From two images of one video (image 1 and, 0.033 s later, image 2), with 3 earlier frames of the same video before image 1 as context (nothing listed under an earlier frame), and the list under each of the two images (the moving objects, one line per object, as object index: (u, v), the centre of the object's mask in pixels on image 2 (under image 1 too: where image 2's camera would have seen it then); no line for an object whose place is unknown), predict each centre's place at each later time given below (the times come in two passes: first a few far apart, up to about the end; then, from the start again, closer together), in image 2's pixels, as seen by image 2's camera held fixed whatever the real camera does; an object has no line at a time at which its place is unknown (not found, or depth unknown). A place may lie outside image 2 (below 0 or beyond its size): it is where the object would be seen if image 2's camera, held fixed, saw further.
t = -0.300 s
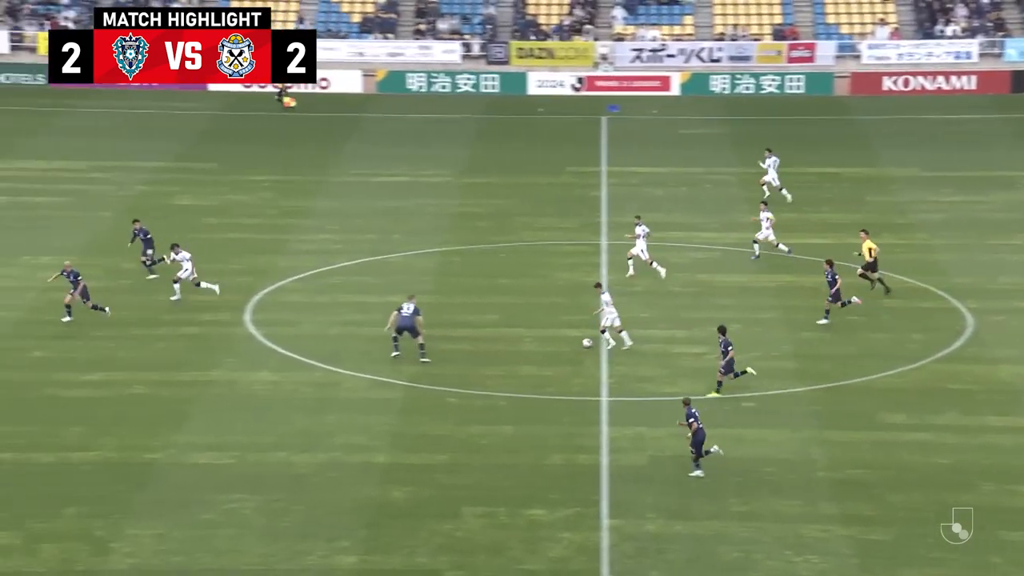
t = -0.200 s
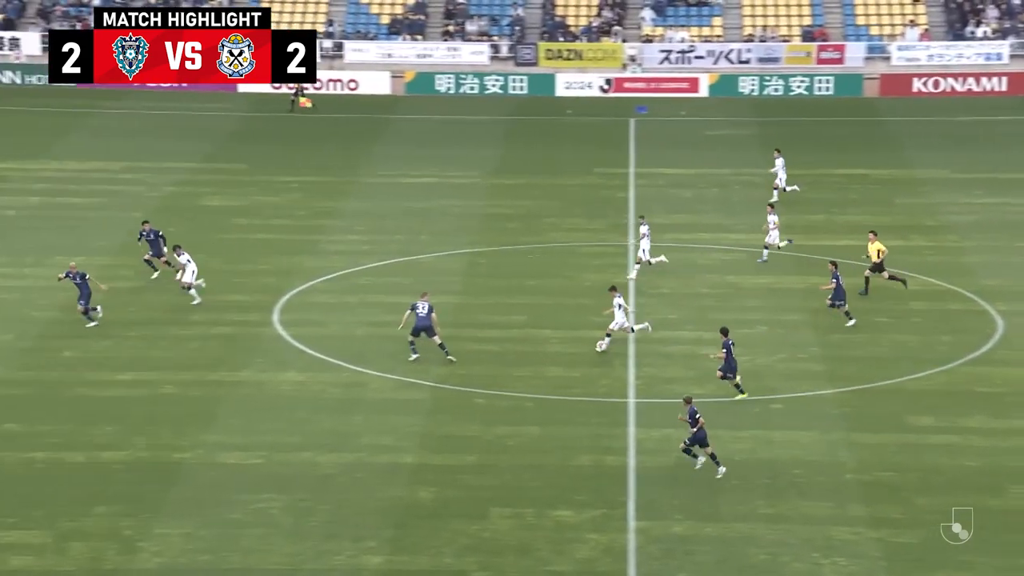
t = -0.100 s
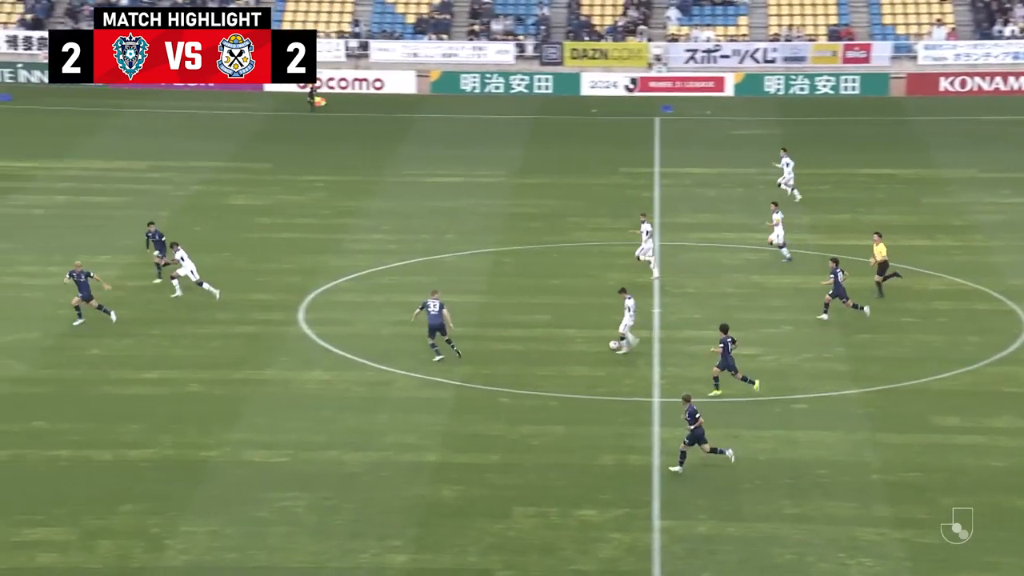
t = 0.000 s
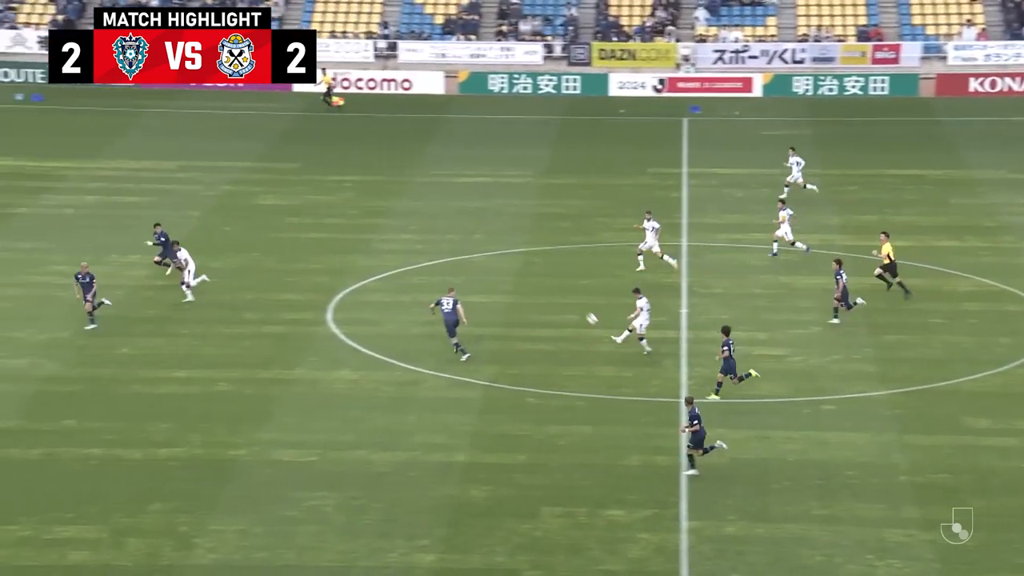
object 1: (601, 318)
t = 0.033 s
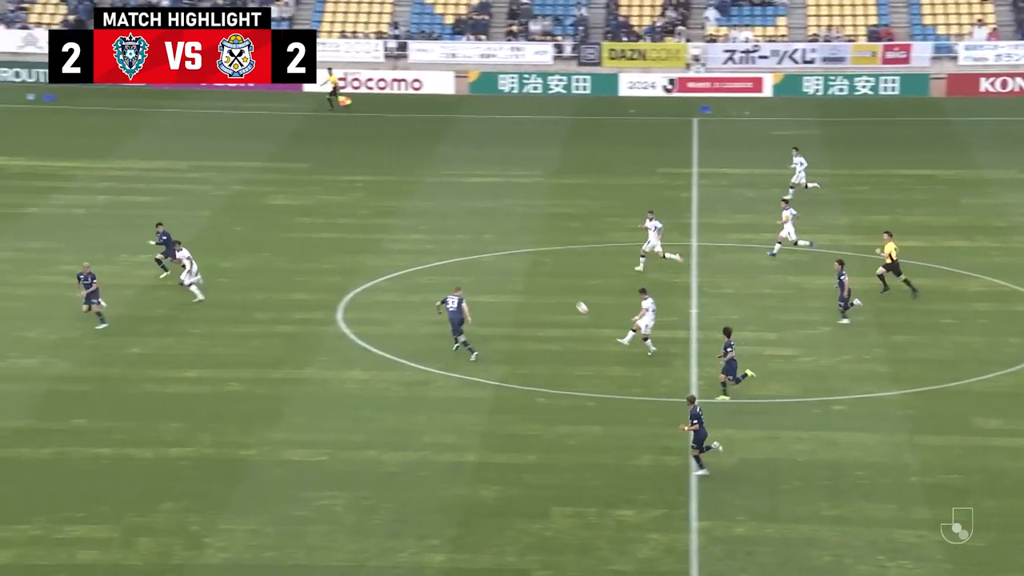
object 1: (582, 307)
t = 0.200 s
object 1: (488, 258)
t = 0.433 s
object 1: (365, 204)
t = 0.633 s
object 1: (269, 173)
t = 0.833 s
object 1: (177, 153)
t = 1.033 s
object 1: (91, 147)
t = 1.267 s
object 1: (-2, 155)
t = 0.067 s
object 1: (562, 297)
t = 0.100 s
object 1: (543, 286)
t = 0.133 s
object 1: (524, 276)
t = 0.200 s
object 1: (488, 258)
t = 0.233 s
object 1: (470, 249)
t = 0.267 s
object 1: (452, 240)
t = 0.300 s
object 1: (434, 233)
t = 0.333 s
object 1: (416, 224)
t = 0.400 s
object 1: (382, 211)
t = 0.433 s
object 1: (365, 204)
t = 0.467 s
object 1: (349, 198)
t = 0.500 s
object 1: (333, 192)
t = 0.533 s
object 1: (317, 187)
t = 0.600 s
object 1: (284, 177)
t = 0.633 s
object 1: (269, 173)
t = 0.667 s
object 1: (253, 169)
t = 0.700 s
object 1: (237, 165)
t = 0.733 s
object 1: (222, 161)
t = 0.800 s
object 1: (192, 156)
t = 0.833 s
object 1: (177, 153)
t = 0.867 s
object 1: (163, 151)
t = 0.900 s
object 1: (148, 150)
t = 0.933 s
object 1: (134, 148)
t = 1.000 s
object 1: (105, 147)
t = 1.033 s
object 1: (91, 147)
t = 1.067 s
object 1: (78, 147)
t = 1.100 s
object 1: (64, 147)
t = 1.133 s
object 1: (50, 148)
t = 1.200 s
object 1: (24, 151)
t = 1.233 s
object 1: (11, 153)
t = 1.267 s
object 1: (-2, 155)
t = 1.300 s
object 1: (-15, 158)
